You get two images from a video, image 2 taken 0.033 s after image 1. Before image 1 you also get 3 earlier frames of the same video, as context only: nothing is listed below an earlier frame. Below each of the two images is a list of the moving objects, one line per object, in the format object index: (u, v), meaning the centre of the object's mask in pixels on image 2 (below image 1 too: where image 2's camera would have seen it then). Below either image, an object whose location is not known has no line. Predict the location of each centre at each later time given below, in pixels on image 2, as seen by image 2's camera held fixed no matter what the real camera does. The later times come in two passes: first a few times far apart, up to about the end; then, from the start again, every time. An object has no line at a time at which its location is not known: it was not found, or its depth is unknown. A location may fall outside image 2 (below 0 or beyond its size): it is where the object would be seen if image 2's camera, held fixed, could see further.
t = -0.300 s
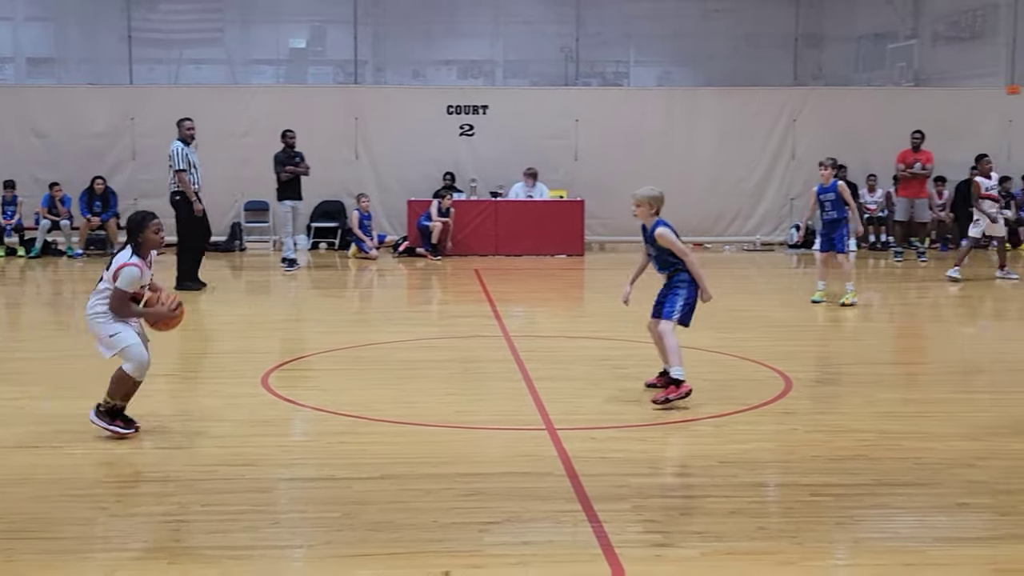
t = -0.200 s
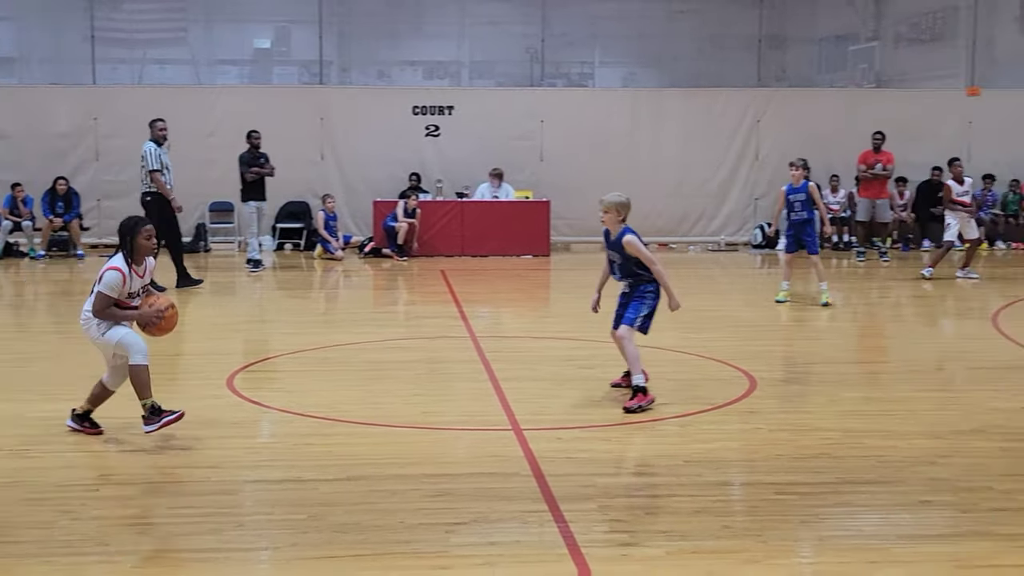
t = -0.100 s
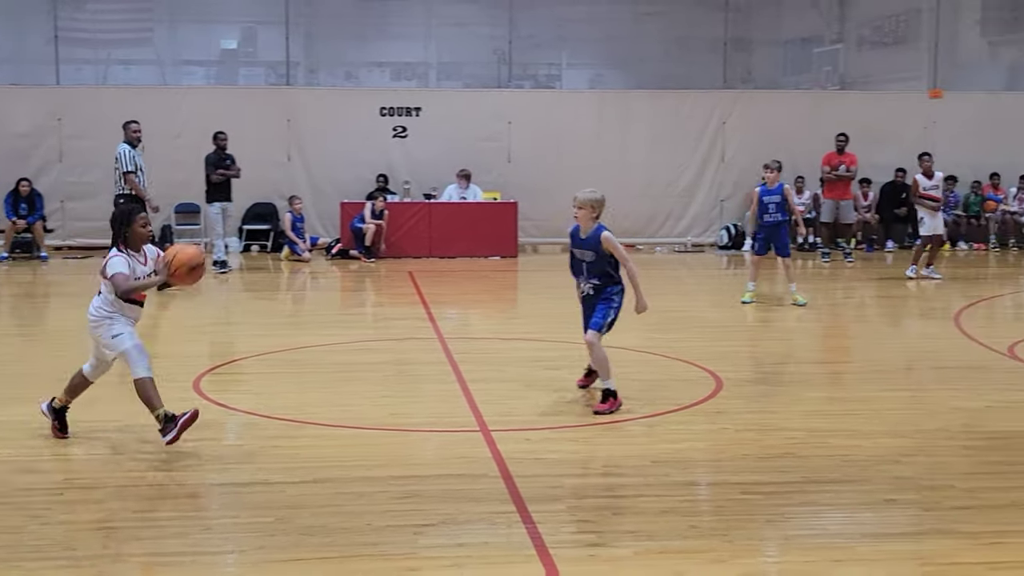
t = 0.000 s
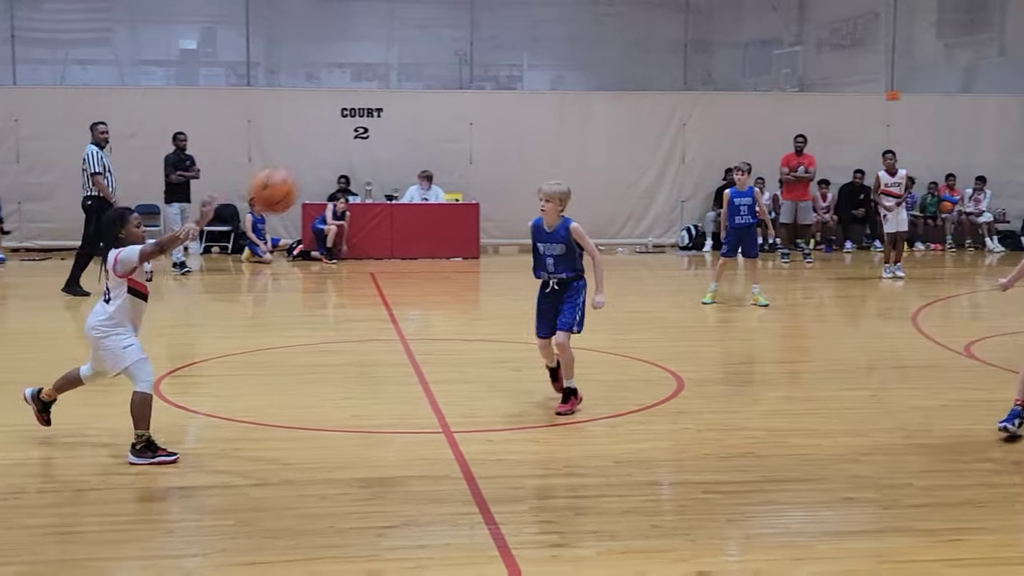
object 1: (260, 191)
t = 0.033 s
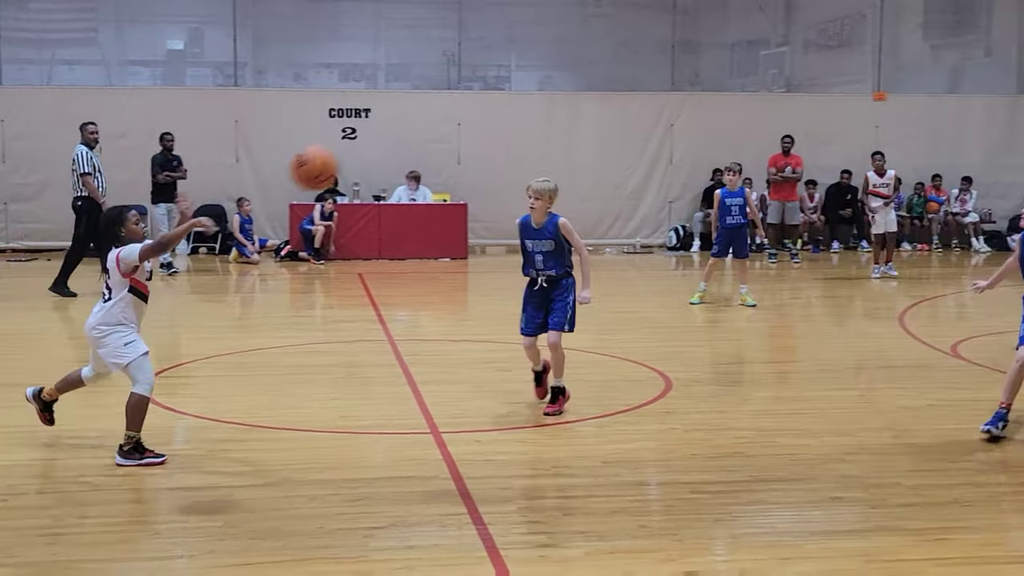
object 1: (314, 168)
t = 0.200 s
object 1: (606, 65)
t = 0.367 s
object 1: (961, 5)
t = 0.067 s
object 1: (369, 143)
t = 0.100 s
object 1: (425, 122)
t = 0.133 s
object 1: (483, 100)
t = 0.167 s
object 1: (543, 82)
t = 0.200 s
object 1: (606, 65)
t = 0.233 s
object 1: (671, 49)
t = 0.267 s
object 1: (738, 35)
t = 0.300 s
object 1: (808, 24)
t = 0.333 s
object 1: (883, 12)
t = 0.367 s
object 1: (961, 5)
